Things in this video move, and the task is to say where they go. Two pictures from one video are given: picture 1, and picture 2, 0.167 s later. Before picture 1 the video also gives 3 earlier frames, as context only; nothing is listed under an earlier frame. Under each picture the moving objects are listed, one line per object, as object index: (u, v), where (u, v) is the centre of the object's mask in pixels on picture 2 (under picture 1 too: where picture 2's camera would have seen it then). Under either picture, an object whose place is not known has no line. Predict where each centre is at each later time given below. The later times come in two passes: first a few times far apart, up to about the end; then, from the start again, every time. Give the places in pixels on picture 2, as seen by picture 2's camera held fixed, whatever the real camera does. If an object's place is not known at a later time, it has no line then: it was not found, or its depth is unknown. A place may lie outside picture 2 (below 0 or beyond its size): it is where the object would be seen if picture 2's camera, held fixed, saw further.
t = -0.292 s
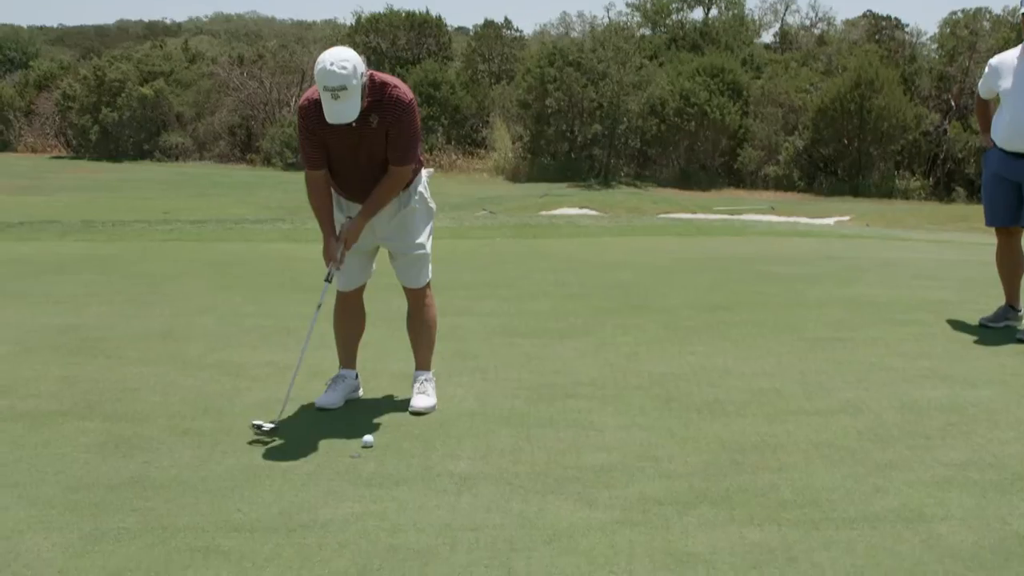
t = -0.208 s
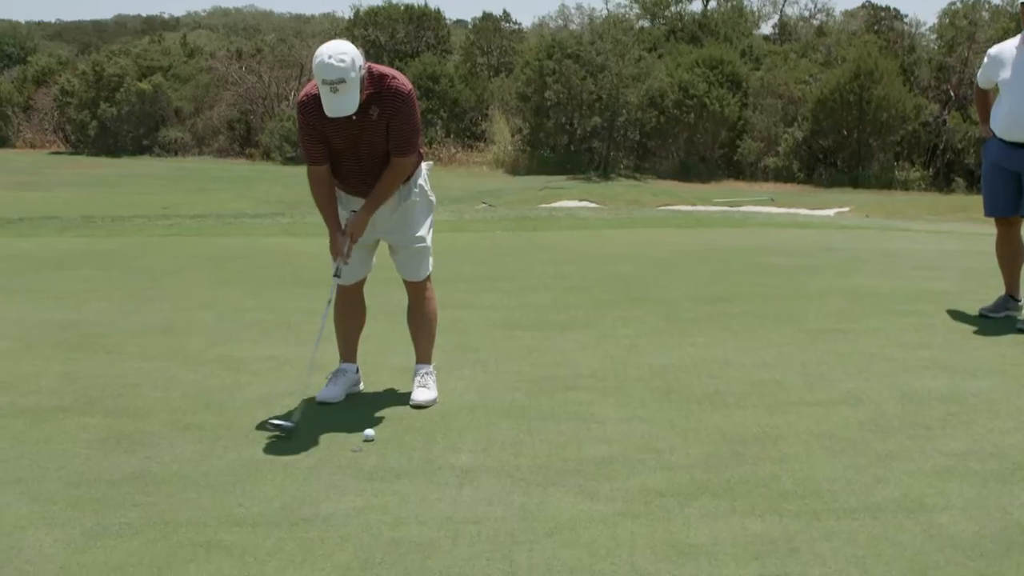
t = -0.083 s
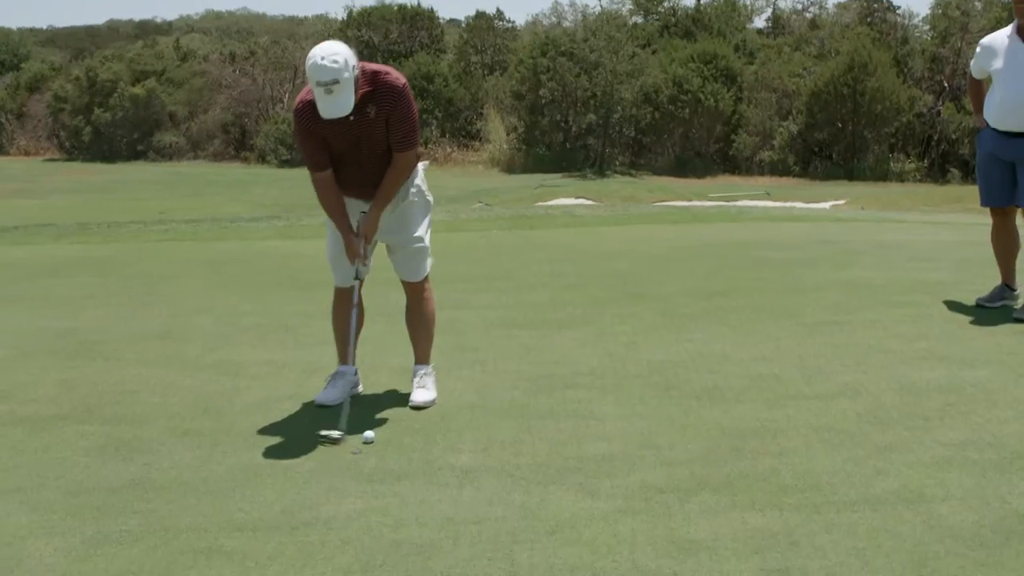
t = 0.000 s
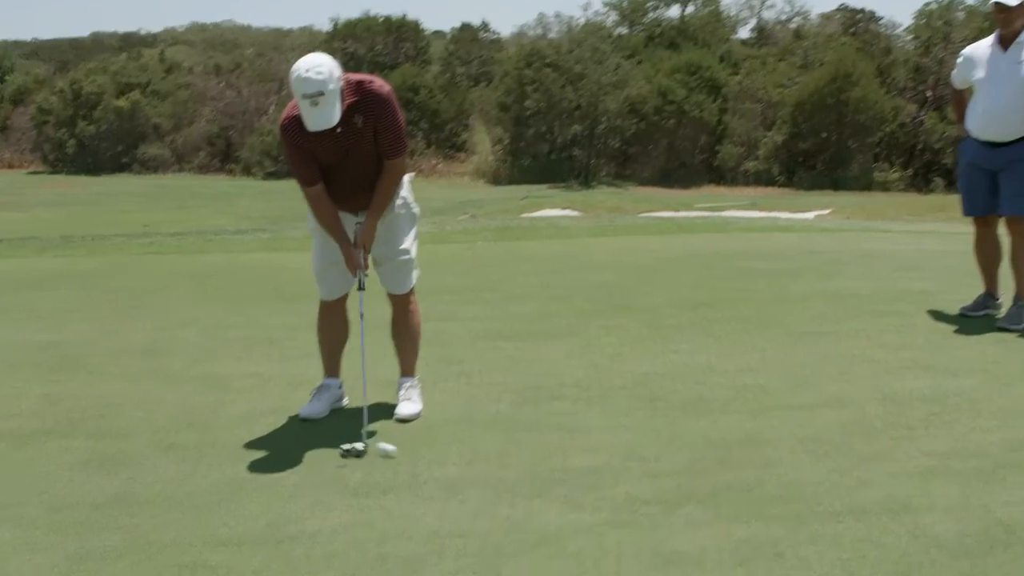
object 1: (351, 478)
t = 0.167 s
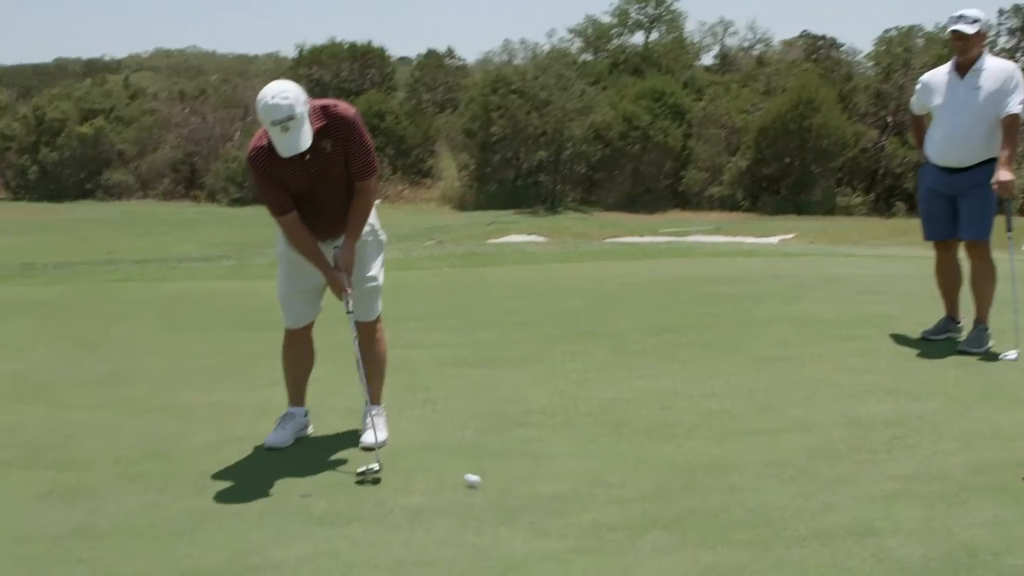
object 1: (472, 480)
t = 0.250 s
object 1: (520, 479)
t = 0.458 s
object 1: (631, 478)
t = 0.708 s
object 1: (748, 477)
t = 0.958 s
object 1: (850, 477)
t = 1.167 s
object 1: (921, 475)
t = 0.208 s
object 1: (496, 480)
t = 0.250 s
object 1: (520, 479)
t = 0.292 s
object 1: (543, 480)
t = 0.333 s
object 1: (566, 479)
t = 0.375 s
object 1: (589, 479)
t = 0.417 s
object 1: (610, 478)
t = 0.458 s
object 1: (631, 478)
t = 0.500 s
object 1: (651, 478)
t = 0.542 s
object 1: (671, 478)
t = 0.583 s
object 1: (691, 477)
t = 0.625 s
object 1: (710, 478)
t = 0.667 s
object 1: (730, 478)
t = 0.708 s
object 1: (748, 477)
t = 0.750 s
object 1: (767, 477)
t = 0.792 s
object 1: (786, 477)
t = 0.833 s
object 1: (802, 477)
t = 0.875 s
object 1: (818, 477)
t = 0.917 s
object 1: (834, 477)
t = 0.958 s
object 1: (850, 477)
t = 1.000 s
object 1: (865, 476)
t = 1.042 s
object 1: (879, 476)
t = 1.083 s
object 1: (893, 476)
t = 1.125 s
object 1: (907, 475)
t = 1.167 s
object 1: (921, 475)
